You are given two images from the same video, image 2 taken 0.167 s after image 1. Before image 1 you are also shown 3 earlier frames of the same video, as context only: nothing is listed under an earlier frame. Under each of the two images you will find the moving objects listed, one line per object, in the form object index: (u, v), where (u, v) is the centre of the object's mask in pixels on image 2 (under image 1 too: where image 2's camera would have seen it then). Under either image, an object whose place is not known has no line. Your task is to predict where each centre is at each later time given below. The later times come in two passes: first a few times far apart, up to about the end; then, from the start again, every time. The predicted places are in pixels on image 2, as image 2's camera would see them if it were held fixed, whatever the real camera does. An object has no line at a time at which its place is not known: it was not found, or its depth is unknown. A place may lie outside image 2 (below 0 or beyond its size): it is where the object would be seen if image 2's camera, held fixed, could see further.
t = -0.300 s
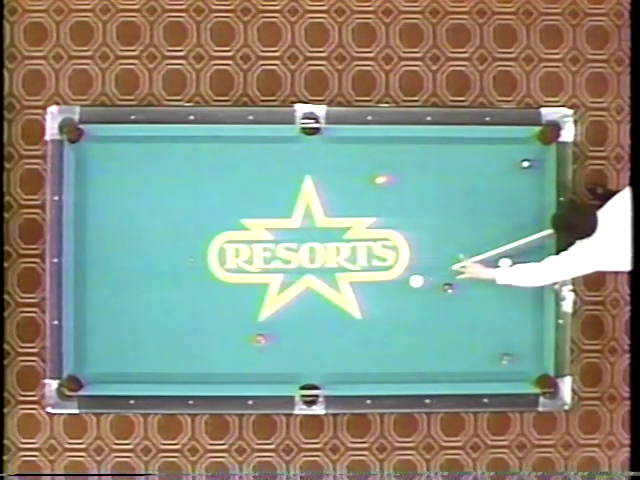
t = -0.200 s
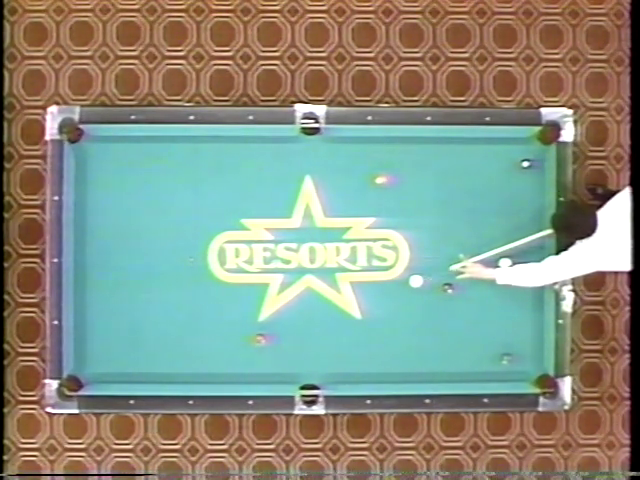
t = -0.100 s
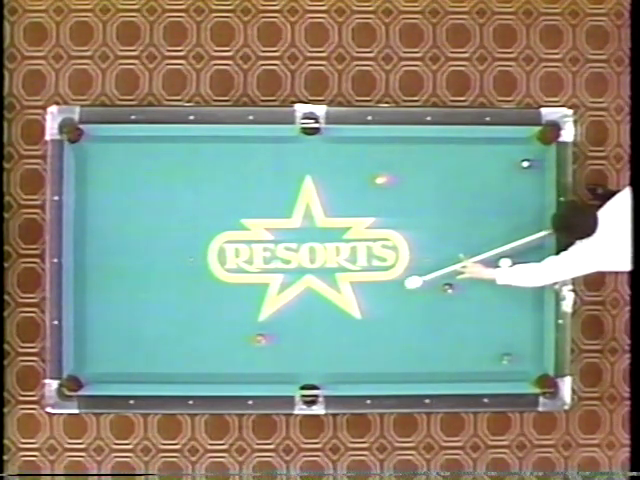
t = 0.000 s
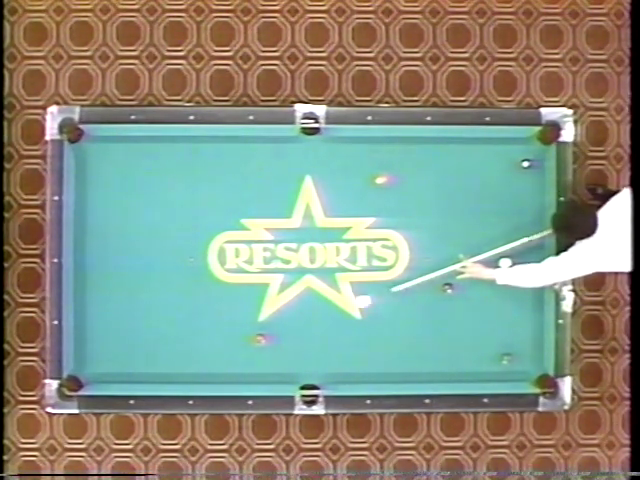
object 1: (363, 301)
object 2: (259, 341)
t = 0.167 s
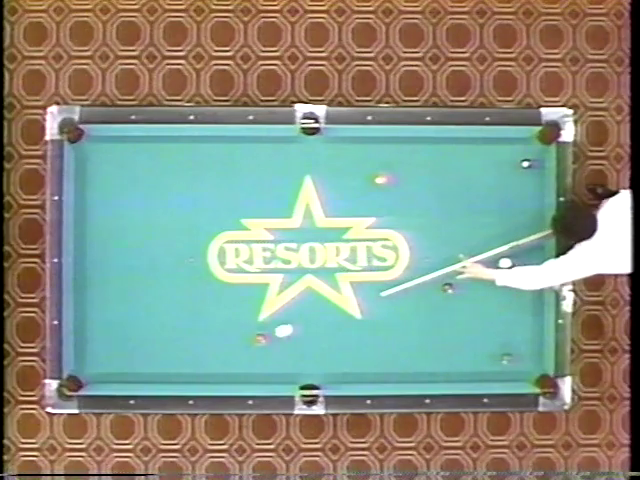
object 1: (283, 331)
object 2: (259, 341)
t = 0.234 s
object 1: (269, 337)
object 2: (247, 343)
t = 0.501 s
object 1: (262, 351)
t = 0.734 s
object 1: (256, 362)
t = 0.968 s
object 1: (250, 372)
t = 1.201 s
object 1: (245, 377)
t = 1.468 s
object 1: (242, 372)
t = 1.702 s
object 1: (240, 368)
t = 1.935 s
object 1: (238, 366)
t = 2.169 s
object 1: (236, 365)
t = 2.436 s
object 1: (236, 364)
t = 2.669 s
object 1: (236, 364)
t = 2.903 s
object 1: (236, 364)
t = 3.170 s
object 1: (236, 364)
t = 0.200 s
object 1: (270, 335)
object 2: (257, 341)
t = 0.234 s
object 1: (269, 337)
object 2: (247, 343)
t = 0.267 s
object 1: (269, 339)
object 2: (236, 346)
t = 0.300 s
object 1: (268, 341)
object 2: (221, 349)
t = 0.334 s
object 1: (267, 343)
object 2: (211, 352)
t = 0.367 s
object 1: (266, 345)
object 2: (199, 356)
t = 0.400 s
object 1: (265, 346)
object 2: (188, 358)
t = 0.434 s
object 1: (264, 348)
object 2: (177, 360)
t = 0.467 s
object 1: (263, 349)
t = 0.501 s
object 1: (262, 351)
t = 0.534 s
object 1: (261, 353)
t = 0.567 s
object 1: (260, 354)
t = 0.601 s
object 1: (259, 356)
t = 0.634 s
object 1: (258, 358)
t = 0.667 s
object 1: (257, 359)
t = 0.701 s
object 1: (256, 361)
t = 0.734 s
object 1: (256, 362)
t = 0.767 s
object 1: (255, 364)
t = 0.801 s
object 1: (254, 365)
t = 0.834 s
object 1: (253, 367)
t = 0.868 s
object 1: (252, 368)
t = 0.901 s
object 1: (251, 369)
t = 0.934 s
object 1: (250, 371)
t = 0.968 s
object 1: (250, 372)
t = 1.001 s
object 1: (249, 373)
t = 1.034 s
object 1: (248, 375)
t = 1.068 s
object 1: (247, 377)
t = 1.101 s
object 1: (246, 378)
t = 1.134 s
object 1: (246, 378)
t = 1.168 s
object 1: (245, 377)
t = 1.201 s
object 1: (245, 377)
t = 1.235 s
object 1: (244, 376)
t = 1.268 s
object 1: (244, 375)
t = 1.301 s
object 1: (244, 375)
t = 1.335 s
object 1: (243, 374)
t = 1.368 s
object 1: (243, 373)
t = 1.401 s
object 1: (243, 373)
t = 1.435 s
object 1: (242, 372)
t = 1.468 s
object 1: (242, 372)
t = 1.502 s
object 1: (241, 371)
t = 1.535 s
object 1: (241, 371)
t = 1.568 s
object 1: (241, 370)
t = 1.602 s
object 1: (241, 370)
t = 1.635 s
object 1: (240, 369)
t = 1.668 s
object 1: (240, 369)
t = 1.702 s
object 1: (240, 368)
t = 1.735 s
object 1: (239, 368)
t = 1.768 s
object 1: (239, 368)
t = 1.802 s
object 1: (239, 367)
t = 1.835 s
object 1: (238, 367)
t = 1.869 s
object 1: (238, 367)
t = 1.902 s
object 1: (238, 366)
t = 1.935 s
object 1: (238, 366)
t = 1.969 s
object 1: (238, 366)
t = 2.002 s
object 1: (237, 366)
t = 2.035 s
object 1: (237, 365)
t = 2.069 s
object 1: (237, 365)
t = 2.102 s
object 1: (237, 365)
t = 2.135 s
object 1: (236, 365)
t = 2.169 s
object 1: (236, 365)
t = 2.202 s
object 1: (236, 365)
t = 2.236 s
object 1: (236, 364)
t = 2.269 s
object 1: (236, 364)
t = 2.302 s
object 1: (235, 364)
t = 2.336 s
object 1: (236, 364)
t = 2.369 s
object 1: (235, 364)
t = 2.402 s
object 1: (236, 364)
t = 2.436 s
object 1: (236, 364)
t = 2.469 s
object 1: (236, 364)
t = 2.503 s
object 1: (236, 364)
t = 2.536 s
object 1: (236, 364)
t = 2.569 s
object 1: (236, 364)
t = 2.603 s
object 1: (236, 364)
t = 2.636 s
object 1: (236, 364)
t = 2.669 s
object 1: (236, 364)
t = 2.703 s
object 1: (236, 364)
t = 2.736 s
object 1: (236, 364)
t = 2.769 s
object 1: (236, 364)
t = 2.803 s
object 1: (236, 364)
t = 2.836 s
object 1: (236, 364)
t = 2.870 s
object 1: (236, 364)
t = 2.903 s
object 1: (236, 364)
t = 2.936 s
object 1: (236, 364)
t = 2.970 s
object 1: (236, 364)
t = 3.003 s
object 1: (236, 364)
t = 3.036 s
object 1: (236, 364)
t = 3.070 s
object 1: (236, 364)
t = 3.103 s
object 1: (236, 364)
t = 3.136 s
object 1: (236, 364)
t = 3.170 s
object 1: (236, 364)
